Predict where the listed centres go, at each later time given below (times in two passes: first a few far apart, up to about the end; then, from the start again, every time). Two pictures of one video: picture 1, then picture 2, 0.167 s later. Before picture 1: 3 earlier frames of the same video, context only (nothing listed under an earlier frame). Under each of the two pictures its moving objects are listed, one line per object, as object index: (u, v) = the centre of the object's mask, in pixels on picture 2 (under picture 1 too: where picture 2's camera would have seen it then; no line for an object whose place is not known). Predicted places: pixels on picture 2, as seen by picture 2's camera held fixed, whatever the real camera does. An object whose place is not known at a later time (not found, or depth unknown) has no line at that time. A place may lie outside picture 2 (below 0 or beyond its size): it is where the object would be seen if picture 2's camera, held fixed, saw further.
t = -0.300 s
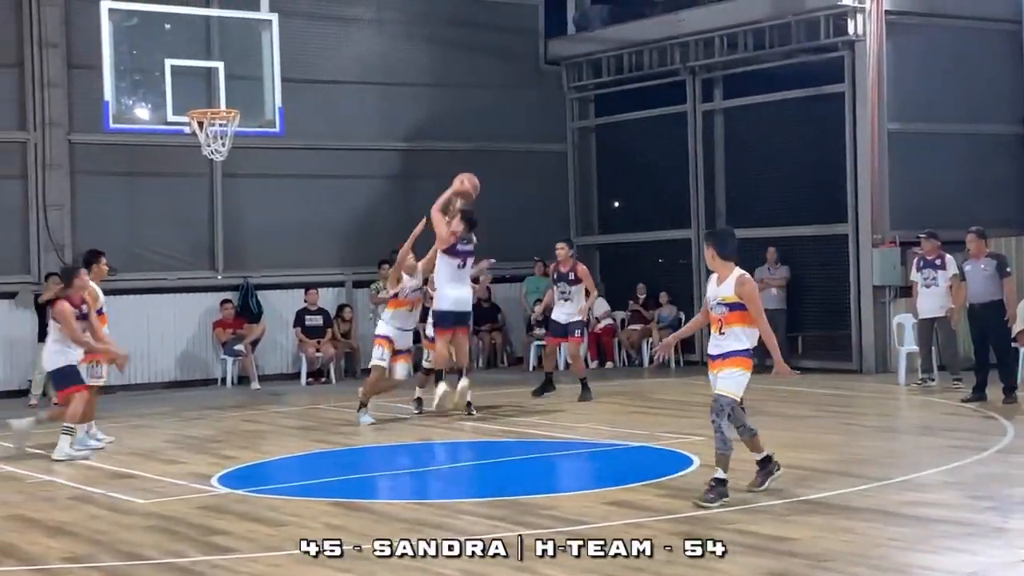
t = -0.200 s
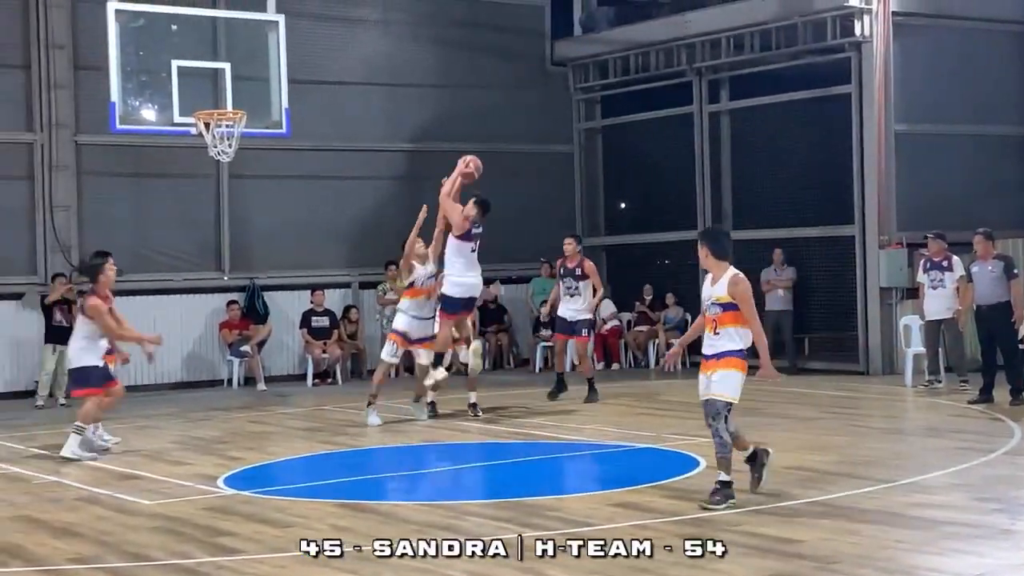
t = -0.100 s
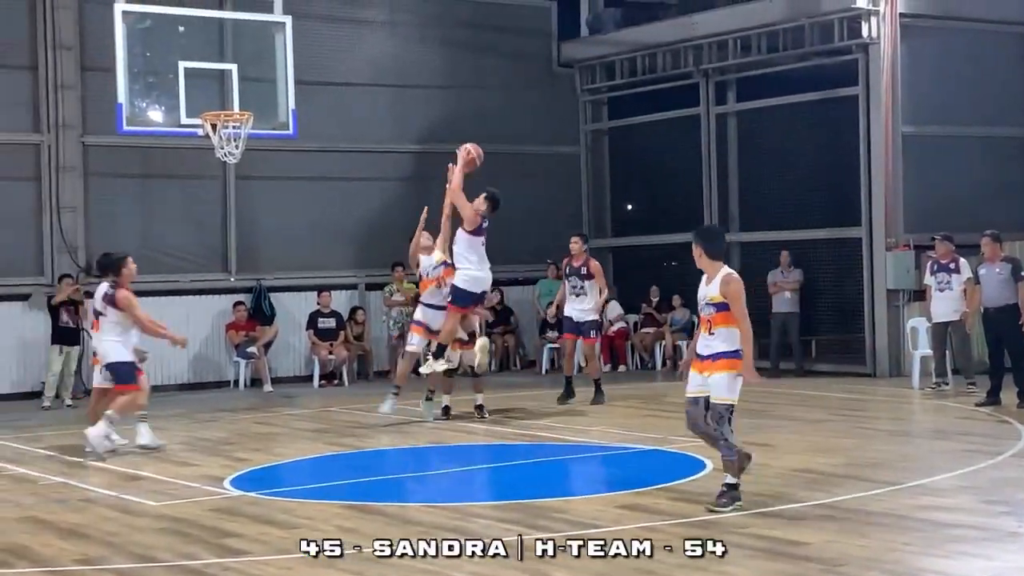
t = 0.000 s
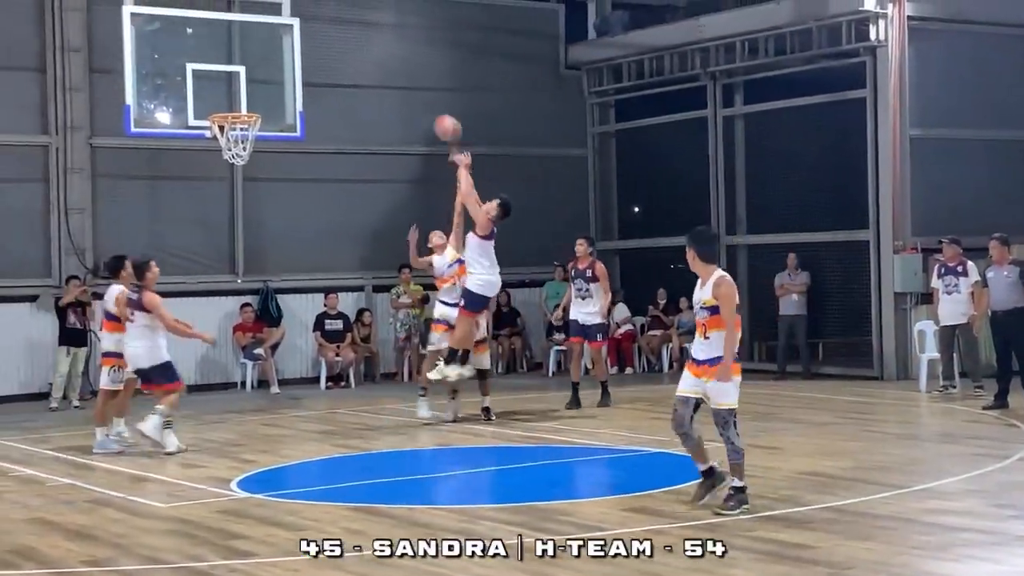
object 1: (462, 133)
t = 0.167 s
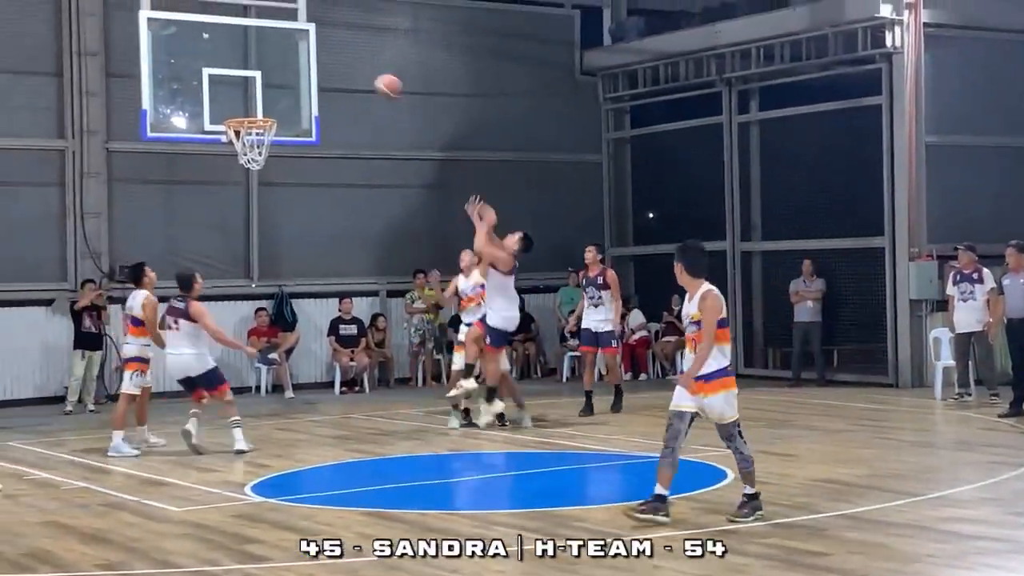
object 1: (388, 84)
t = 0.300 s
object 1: (330, 66)
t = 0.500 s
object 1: (251, 74)
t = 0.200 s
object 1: (373, 78)
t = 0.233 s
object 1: (359, 73)
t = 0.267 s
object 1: (344, 69)
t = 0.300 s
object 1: (330, 66)
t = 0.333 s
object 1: (316, 66)
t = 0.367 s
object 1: (300, 67)
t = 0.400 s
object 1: (286, 67)
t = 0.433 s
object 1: (272, 69)
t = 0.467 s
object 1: (265, 70)
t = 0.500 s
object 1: (251, 74)
